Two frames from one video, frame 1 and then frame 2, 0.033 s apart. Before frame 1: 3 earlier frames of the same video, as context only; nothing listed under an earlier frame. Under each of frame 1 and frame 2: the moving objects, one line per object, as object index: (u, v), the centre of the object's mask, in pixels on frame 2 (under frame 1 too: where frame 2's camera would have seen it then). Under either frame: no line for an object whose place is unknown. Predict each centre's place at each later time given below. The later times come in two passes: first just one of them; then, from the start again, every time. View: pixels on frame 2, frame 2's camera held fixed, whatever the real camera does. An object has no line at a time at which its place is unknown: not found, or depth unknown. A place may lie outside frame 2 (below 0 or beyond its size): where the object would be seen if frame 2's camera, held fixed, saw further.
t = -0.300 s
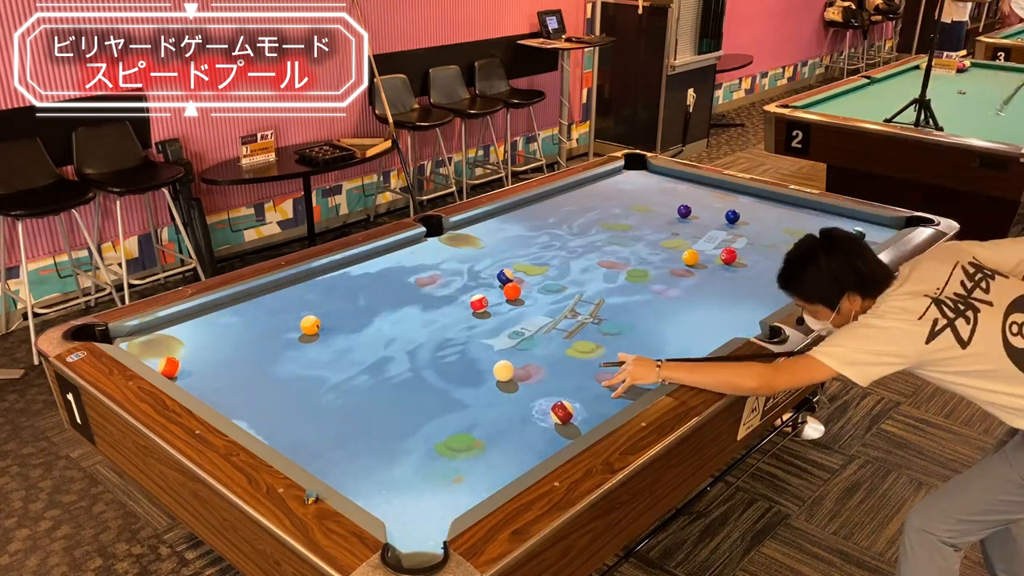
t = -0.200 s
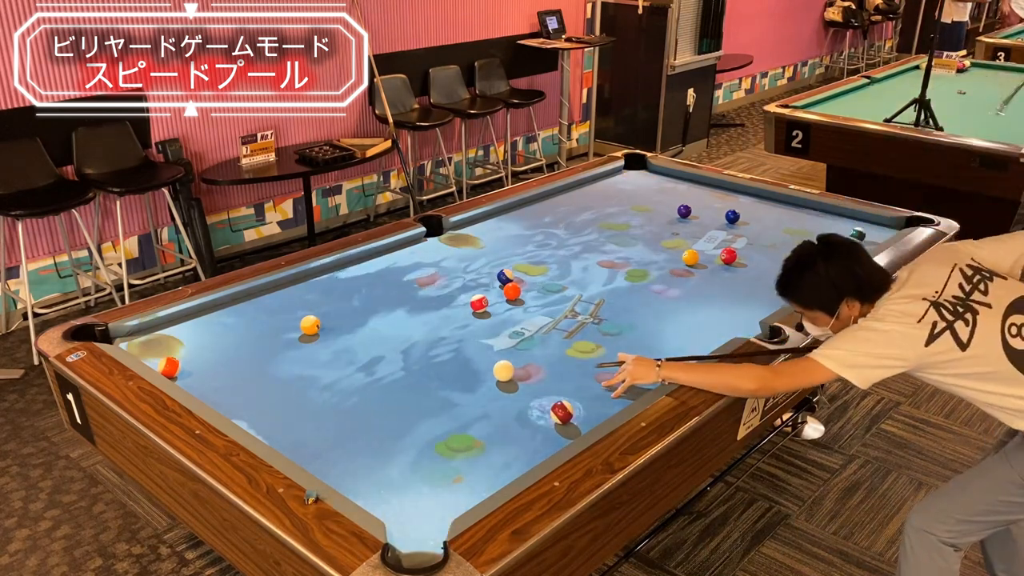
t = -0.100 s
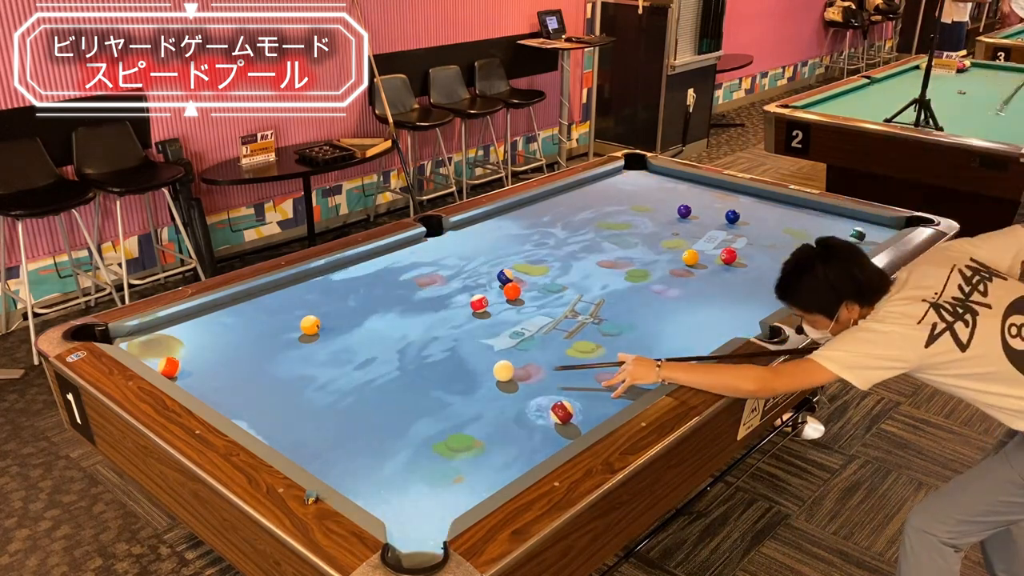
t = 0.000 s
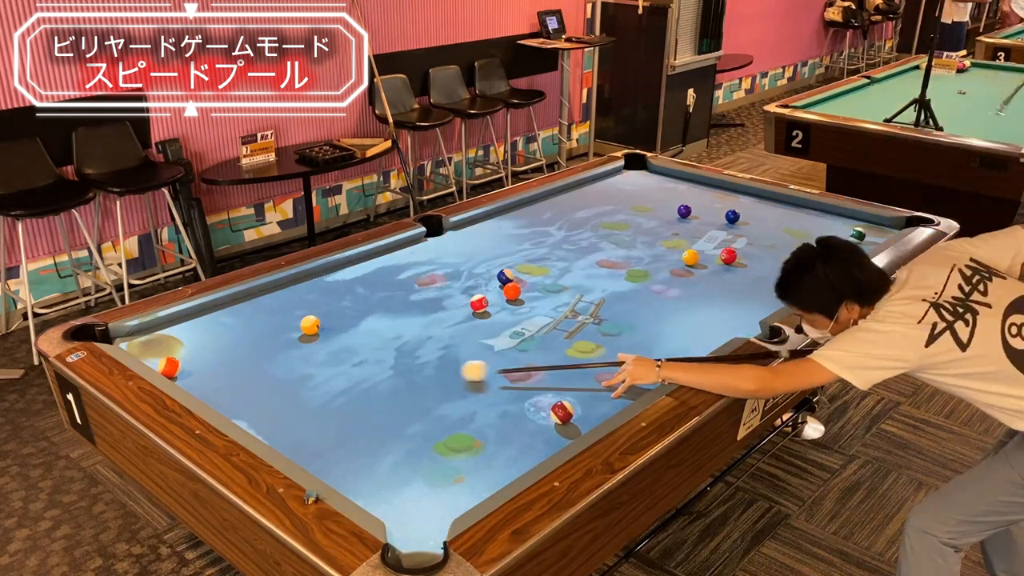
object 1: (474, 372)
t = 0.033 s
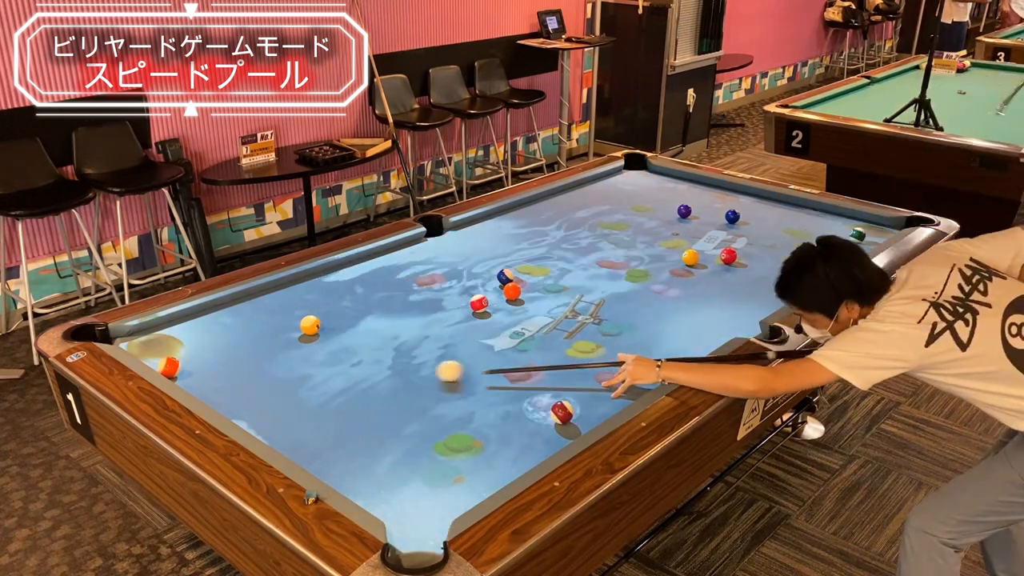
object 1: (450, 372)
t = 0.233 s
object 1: (317, 373)
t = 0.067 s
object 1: (426, 372)
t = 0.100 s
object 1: (403, 372)
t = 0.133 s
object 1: (381, 372)
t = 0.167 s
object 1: (360, 373)
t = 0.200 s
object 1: (339, 373)
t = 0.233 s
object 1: (317, 373)
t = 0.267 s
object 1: (295, 373)
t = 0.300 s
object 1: (274, 374)
